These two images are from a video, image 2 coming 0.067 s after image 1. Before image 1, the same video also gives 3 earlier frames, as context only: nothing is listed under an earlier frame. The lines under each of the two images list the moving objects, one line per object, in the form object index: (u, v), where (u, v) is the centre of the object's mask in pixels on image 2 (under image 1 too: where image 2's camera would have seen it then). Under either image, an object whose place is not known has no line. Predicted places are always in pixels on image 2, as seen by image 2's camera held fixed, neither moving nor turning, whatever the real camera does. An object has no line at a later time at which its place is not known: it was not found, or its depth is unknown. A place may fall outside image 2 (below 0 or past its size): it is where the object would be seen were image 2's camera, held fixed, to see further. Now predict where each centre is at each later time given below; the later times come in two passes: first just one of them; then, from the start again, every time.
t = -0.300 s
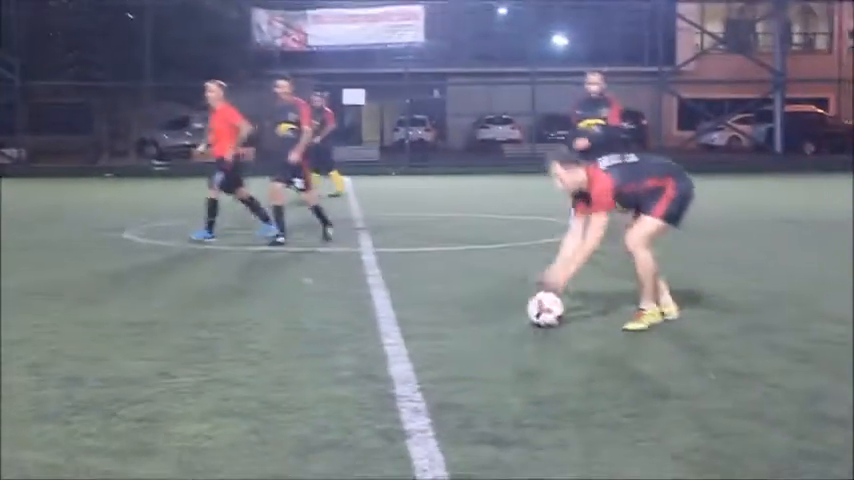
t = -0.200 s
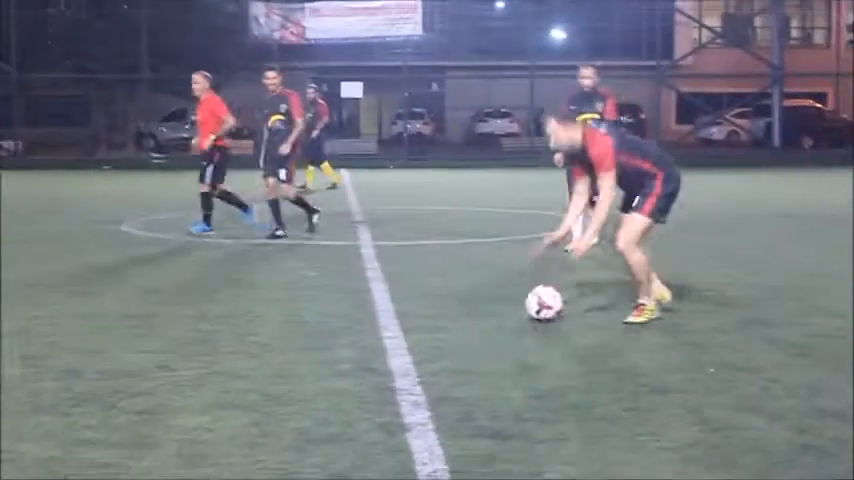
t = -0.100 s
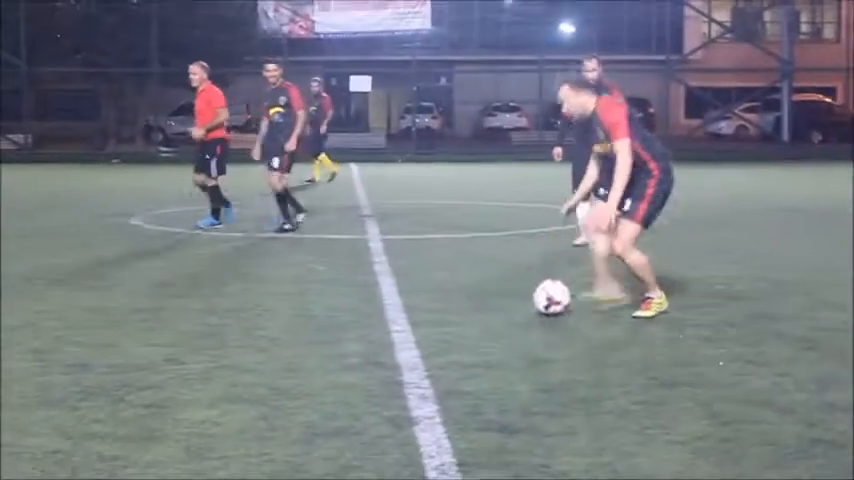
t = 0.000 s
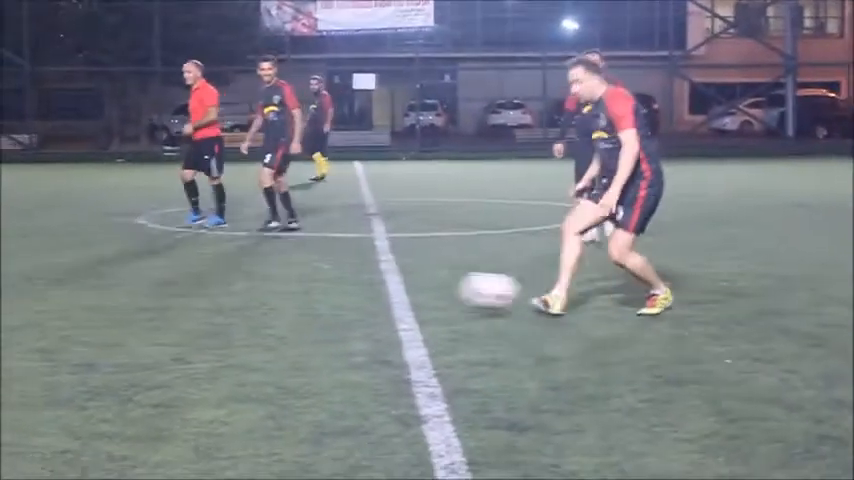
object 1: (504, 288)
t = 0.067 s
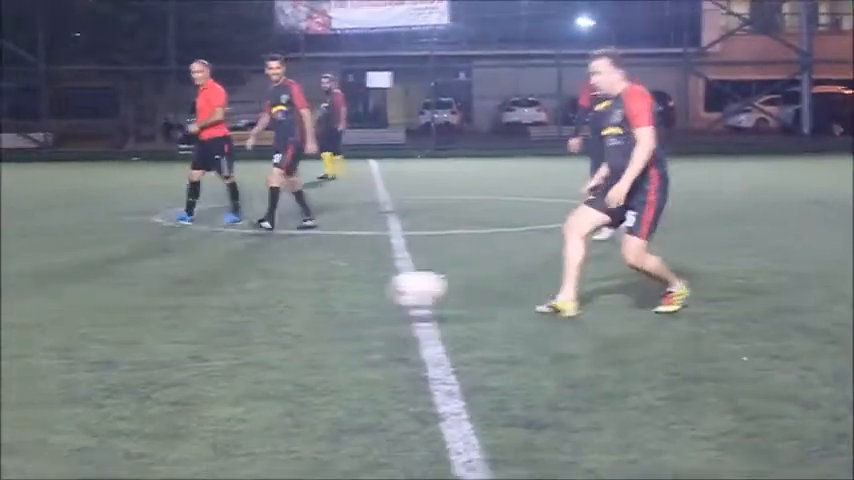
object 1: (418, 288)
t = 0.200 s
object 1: (227, 315)
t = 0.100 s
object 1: (371, 293)
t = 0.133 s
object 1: (325, 297)
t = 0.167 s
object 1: (276, 304)
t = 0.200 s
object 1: (227, 315)
